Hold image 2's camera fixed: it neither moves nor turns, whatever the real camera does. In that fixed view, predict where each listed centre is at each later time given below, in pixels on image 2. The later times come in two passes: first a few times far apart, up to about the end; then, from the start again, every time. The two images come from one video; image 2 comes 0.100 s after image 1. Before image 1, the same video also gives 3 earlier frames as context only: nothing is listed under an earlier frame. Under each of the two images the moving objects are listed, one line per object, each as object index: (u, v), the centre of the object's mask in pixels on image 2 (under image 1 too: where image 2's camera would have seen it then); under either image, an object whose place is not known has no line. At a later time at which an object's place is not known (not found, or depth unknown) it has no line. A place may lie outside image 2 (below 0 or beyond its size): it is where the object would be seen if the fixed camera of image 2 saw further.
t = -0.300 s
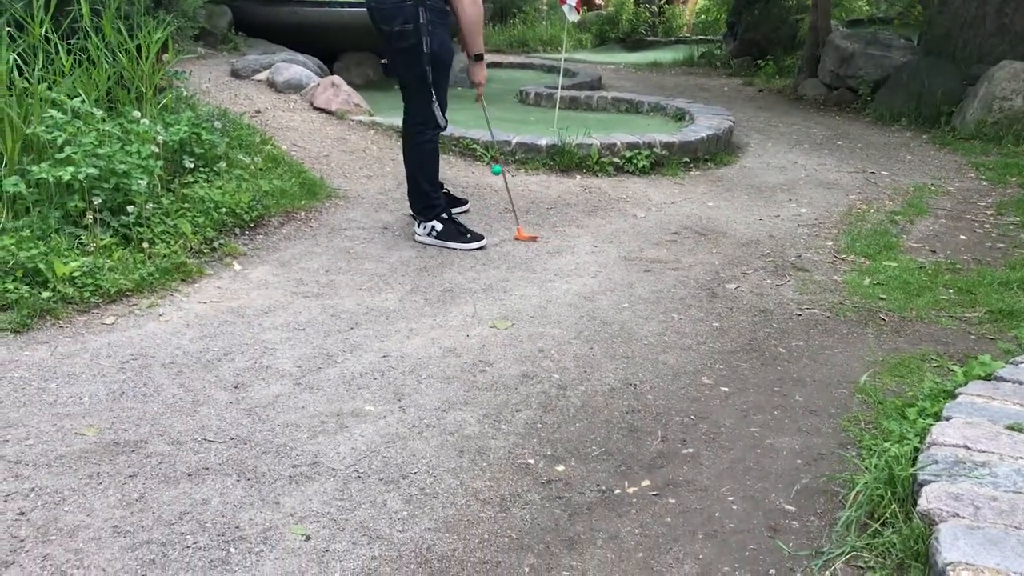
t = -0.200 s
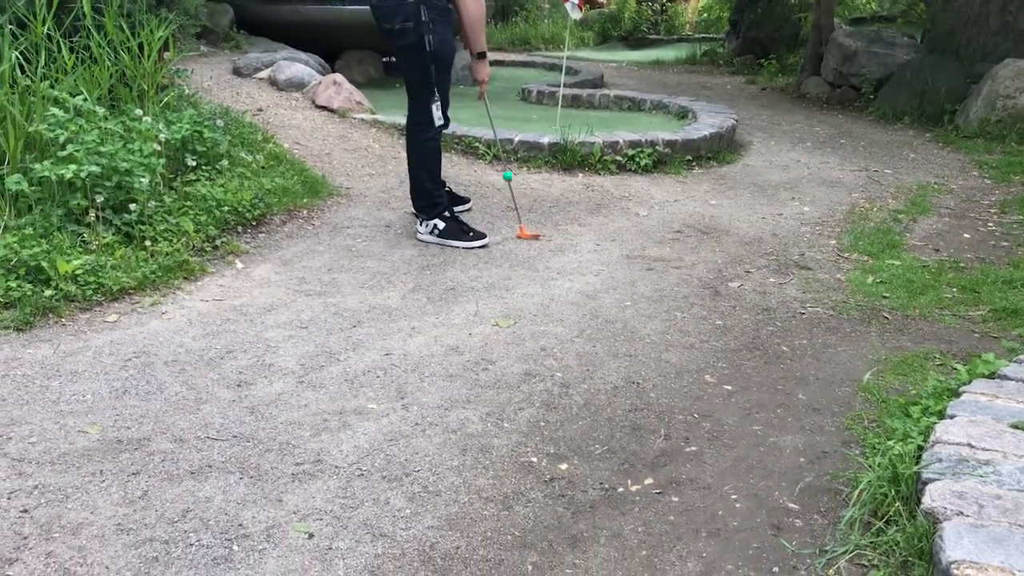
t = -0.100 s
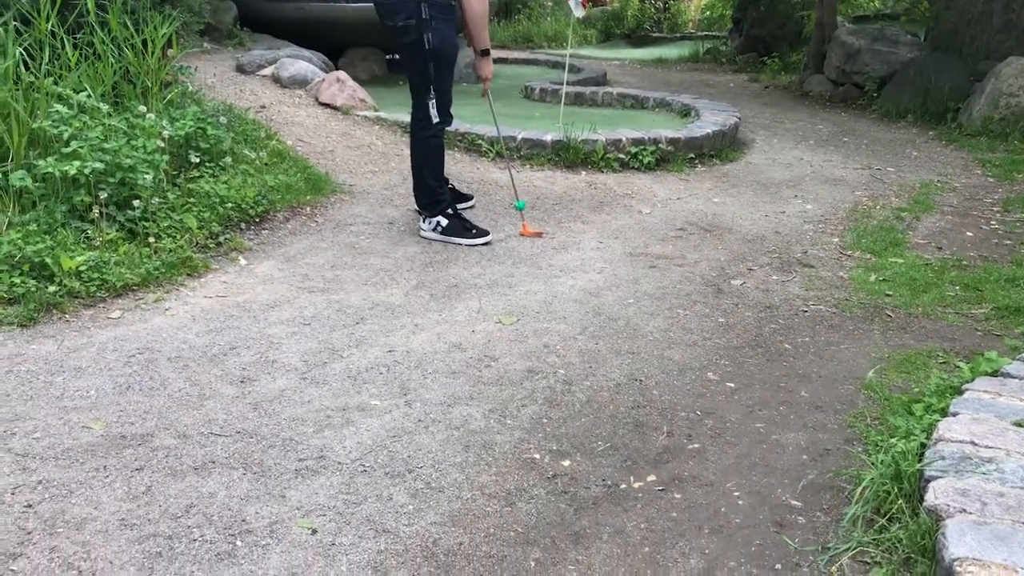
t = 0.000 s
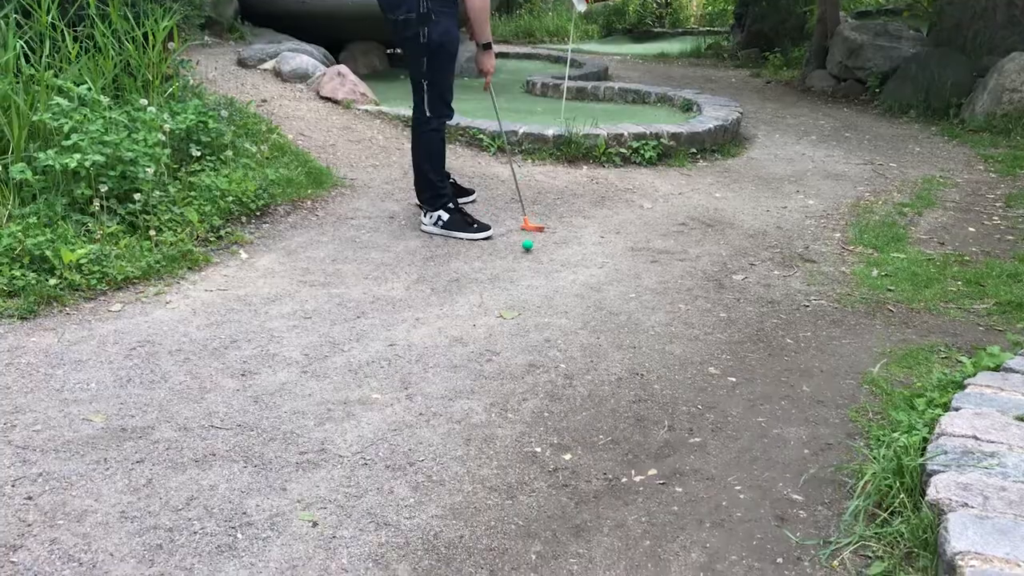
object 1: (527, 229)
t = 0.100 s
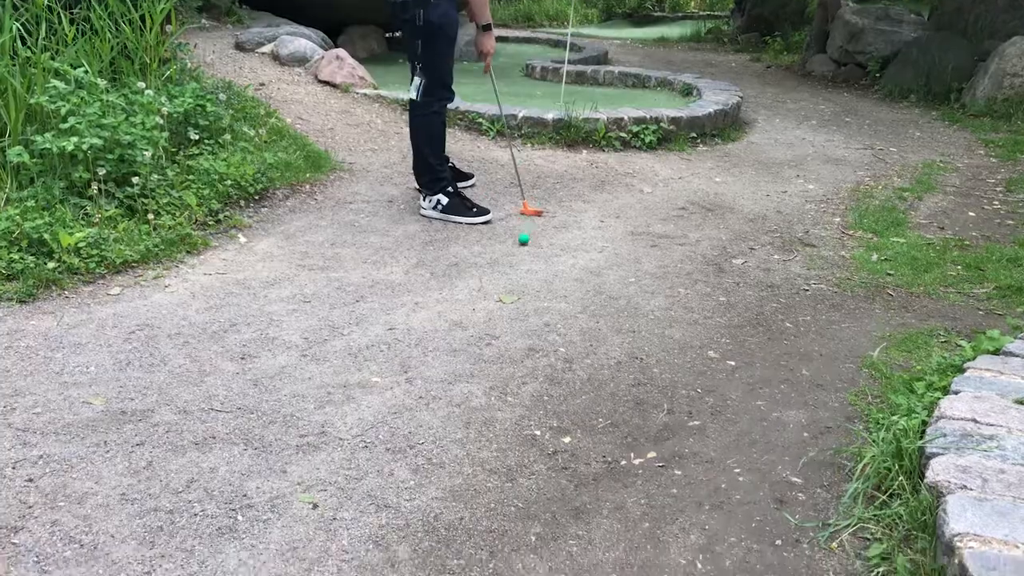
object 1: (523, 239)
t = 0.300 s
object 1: (521, 253)
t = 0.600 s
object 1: (521, 276)
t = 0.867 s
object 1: (526, 295)
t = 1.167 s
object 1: (536, 313)
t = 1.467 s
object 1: (548, 327)
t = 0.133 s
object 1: (523, 240)
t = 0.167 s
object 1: (522, 243)
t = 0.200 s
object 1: (521, 246)
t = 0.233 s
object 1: (521, 249)
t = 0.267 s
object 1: (521, 251)
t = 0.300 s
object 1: (521, 253)
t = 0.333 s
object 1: (521, 257)
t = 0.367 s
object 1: (520, 259)
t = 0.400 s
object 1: (520, 262)
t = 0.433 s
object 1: (520, 263)
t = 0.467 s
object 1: (521, 265)
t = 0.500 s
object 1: (521, 269)
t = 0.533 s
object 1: (520, 271)
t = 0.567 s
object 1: (520, 274)
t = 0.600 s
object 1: (521, 276)
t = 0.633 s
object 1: (521, 277)
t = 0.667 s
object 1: (522, 280)
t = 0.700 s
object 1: (523, 283)
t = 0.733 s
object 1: (523, 285)
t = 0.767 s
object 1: (524, 288)
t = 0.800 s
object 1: (525, 290)
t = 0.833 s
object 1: (525, 293)
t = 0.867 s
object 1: (526, 295)
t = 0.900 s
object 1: (527, 297)
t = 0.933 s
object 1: (528, 300)
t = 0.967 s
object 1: (529, 302)
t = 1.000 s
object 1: (530, 303)
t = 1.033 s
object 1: (532, 306)
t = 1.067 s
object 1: (533, 308)
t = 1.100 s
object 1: (535, 310)
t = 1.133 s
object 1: (536, 311)
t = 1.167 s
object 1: (536, 313)
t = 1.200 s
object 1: (537, 315)
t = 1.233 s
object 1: (539, 317)
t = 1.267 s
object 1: (540, 319)
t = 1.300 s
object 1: (542, 320)
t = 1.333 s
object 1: (543, 322)
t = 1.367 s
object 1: (544, 324)
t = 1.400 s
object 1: (546, 325)
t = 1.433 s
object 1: (548, 327)
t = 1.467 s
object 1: (548, 327)
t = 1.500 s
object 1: (550, 329)
